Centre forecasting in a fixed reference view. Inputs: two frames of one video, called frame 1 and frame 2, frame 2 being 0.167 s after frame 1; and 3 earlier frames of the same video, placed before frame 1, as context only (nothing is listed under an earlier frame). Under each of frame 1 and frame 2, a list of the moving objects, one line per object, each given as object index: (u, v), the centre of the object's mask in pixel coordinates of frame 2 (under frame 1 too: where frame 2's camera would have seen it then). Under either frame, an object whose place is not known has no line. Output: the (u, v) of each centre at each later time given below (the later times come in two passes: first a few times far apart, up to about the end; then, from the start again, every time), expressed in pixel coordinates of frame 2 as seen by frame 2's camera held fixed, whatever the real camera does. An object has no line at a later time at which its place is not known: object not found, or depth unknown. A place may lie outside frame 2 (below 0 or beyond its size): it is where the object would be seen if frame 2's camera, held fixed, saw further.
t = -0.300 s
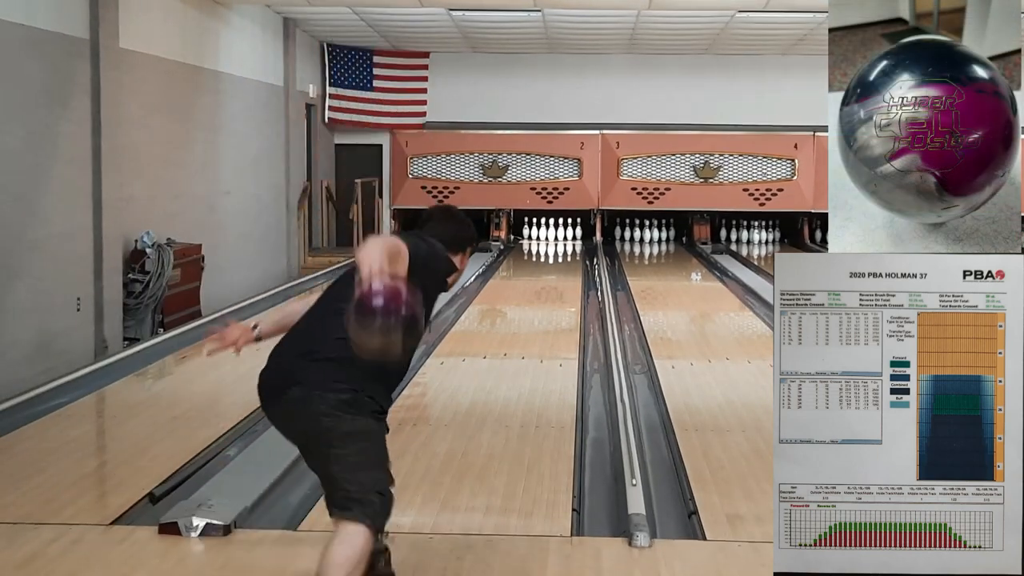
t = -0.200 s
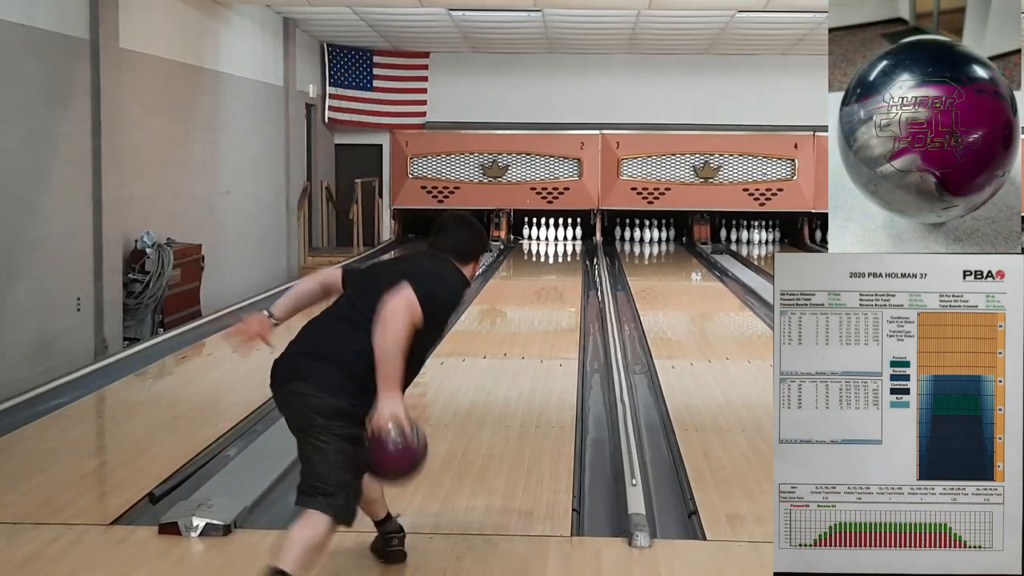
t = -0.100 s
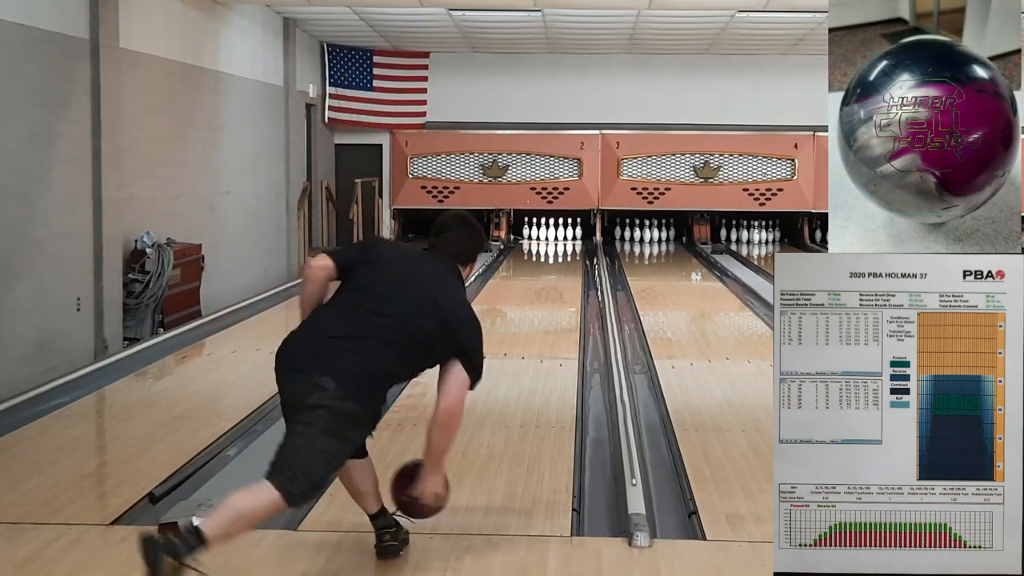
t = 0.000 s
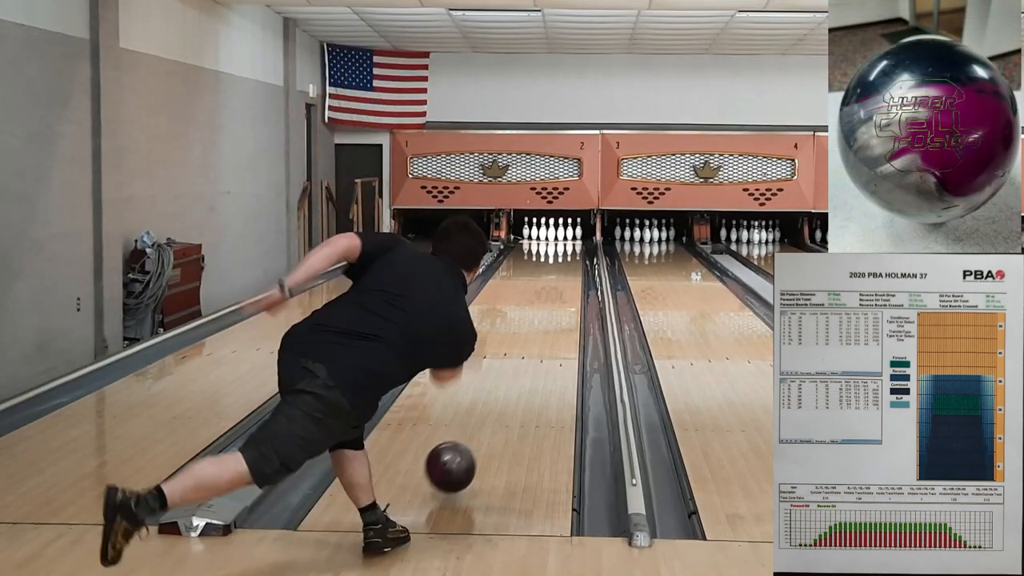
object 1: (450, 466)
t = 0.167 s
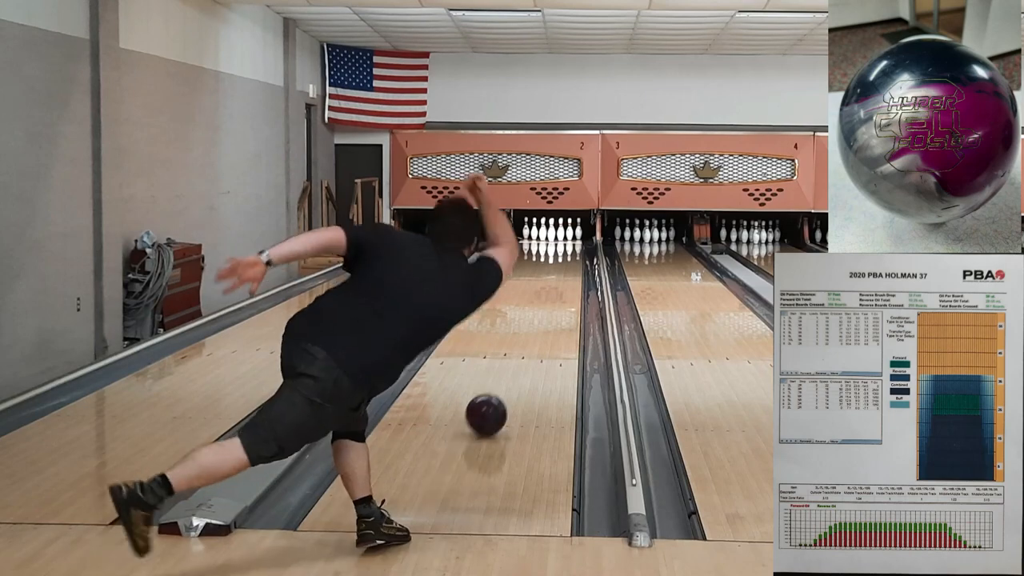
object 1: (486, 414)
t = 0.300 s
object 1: (506, 381)
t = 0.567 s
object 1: (532, 334)
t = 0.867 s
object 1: (550, 302)
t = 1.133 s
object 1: (560, 282)
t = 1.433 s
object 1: (568, 265)
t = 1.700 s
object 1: (568, 254)
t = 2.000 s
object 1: (561, 244)
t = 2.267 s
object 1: (551, 238)
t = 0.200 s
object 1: (492, 405)
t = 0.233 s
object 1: (497, 396)
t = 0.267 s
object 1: (501, 389)
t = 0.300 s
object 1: (506, 381)
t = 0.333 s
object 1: (510, 374)
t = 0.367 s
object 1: (514, 367)
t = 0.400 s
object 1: (517, 361)
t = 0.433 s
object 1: (521, 355)
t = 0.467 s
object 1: (524, 349)
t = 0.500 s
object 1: (527, 344)
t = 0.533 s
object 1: (530, 339)
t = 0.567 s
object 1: (532, 334)
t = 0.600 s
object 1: (535, 330)
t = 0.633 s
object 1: (537, 326)
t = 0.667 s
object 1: (539, 322)
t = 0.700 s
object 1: (541, 318)
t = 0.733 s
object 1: (543, 315)
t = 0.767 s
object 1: (545, 311)
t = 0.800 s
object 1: (547, 308)
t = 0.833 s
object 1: (549, 305)
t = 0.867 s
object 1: (550, 302)
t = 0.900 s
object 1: (552, 299)
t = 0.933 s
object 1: (553, 296)
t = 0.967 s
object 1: (555, 293)
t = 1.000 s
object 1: (556, 291)
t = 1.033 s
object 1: (557, 289)
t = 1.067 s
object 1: (558, 286)
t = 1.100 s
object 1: (559, 284)
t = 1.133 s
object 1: (560, 282)
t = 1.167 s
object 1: (561, 279)
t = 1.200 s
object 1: (562, 278)
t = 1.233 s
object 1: (563, 276)
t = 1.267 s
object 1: (564, 274)
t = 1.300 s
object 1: (565, 272)
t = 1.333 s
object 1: (566, 271)
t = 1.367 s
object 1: (566, 269)
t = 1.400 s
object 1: (567, 267)
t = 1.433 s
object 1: (568, 265)
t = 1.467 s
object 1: (568, 264)
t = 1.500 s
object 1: (568, 262)
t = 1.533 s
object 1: (568, 260)
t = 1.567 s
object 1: (568, 259)
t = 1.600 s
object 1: (569, 258)
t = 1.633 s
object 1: (568, 256)
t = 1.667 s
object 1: (568, 255)
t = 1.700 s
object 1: (568, 254)
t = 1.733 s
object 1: (568, 253)
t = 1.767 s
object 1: (567, 252)
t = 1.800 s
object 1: (566, 250)
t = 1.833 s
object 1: (566, 249)
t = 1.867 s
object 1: (565, 248)
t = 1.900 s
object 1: (565, 247)
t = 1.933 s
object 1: (564, 246)
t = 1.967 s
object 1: (563, 245)
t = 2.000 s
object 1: (561, 244)
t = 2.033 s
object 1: (560, 243)
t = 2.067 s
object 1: (559, 243)
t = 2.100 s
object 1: (558, 242)
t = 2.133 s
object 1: (557, 241)
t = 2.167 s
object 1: (555, 240)
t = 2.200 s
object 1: (554, 239)
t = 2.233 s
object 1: (553, 239)
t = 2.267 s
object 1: (551, 238)
